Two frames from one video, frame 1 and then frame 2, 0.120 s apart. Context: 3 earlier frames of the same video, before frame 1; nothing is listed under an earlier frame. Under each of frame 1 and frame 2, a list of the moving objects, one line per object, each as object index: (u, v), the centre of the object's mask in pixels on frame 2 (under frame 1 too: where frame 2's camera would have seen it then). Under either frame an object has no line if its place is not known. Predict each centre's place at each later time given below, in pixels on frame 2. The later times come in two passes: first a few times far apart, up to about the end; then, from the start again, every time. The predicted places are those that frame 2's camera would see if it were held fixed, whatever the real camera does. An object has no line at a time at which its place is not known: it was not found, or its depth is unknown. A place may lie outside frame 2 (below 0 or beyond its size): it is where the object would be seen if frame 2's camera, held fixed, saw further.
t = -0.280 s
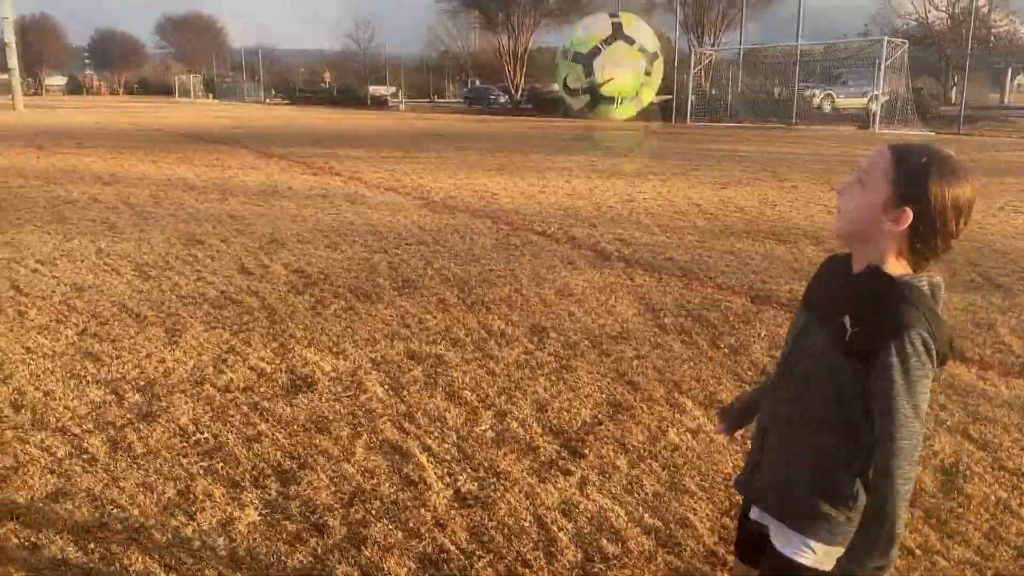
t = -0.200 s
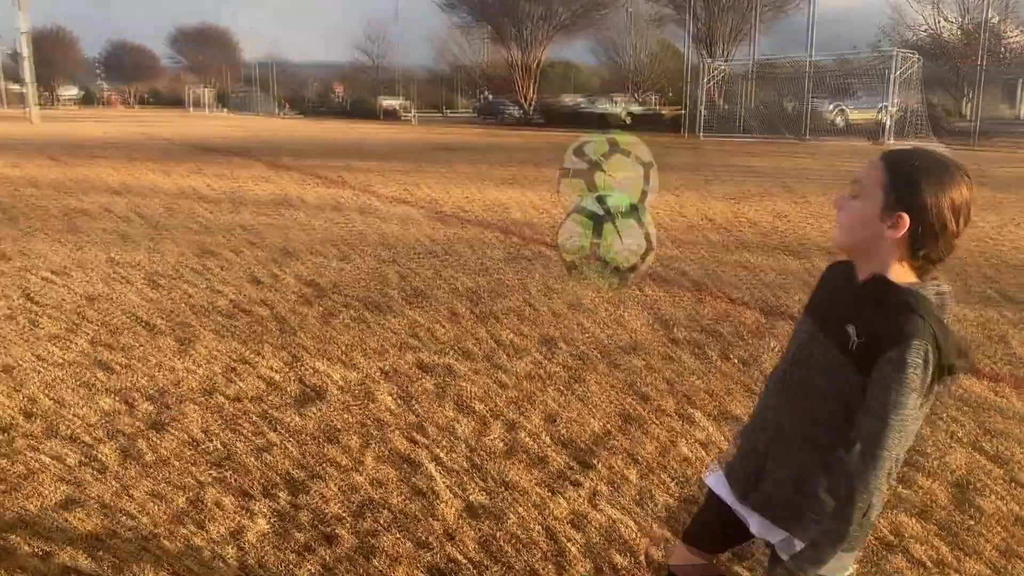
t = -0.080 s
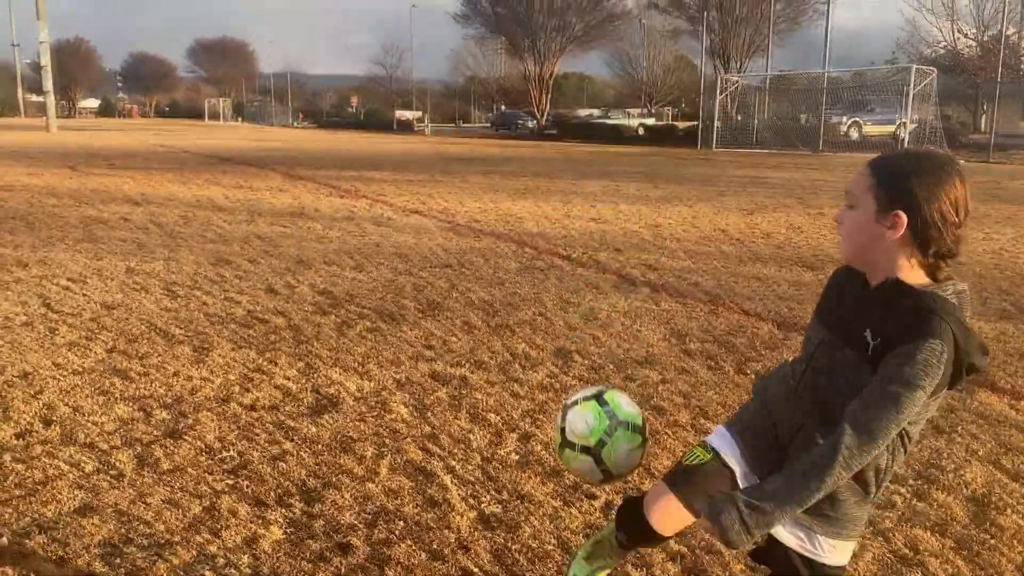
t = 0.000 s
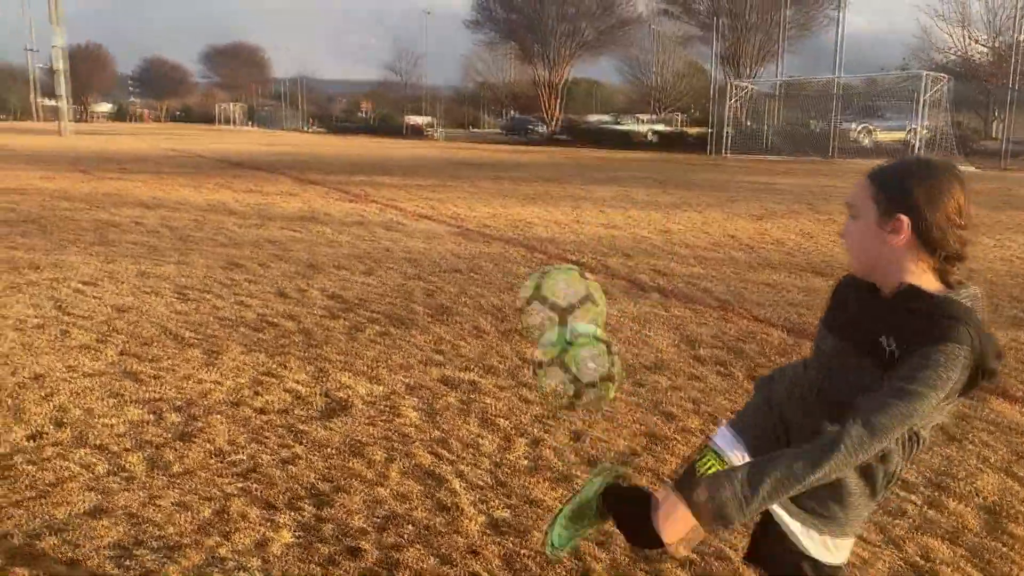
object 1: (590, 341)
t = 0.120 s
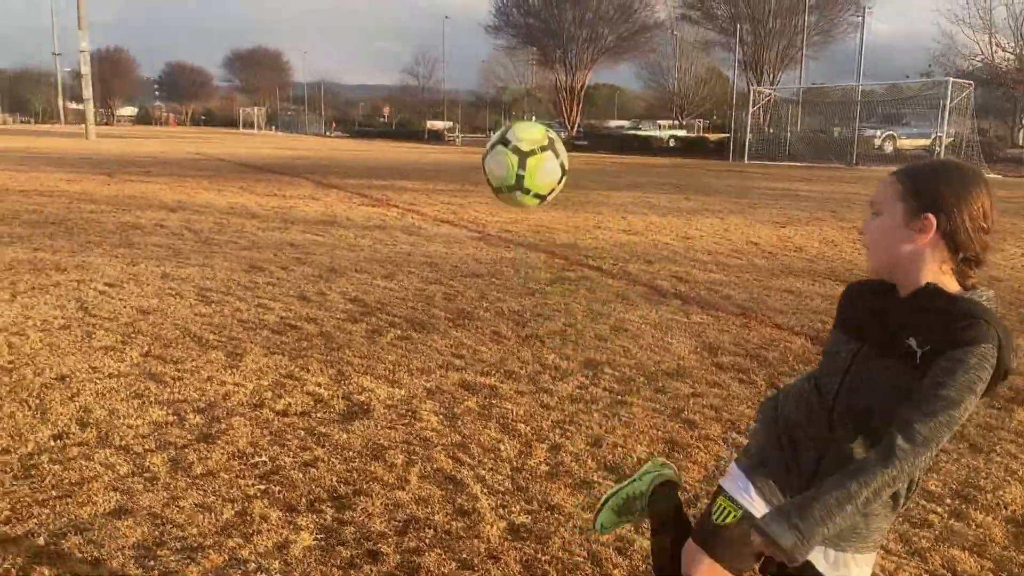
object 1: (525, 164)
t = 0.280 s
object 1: (453, 27)
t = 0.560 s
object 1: (357, 31)
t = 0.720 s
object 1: (316, 116)
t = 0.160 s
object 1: (508, 125)
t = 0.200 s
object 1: (490, 77)
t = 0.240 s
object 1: (472, 51)
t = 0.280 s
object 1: (453, 27)
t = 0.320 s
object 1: (440, 20)
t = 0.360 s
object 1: (425, 16)
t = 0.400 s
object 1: (409, 13)
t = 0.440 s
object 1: (394, 13)
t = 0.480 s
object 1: (379, 15)
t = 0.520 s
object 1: (371, 19)
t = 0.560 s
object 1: (357, 31)
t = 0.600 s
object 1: (349, 43)
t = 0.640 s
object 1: (336, 62)
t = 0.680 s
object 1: (326, 85)
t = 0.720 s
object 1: (316, 116)
